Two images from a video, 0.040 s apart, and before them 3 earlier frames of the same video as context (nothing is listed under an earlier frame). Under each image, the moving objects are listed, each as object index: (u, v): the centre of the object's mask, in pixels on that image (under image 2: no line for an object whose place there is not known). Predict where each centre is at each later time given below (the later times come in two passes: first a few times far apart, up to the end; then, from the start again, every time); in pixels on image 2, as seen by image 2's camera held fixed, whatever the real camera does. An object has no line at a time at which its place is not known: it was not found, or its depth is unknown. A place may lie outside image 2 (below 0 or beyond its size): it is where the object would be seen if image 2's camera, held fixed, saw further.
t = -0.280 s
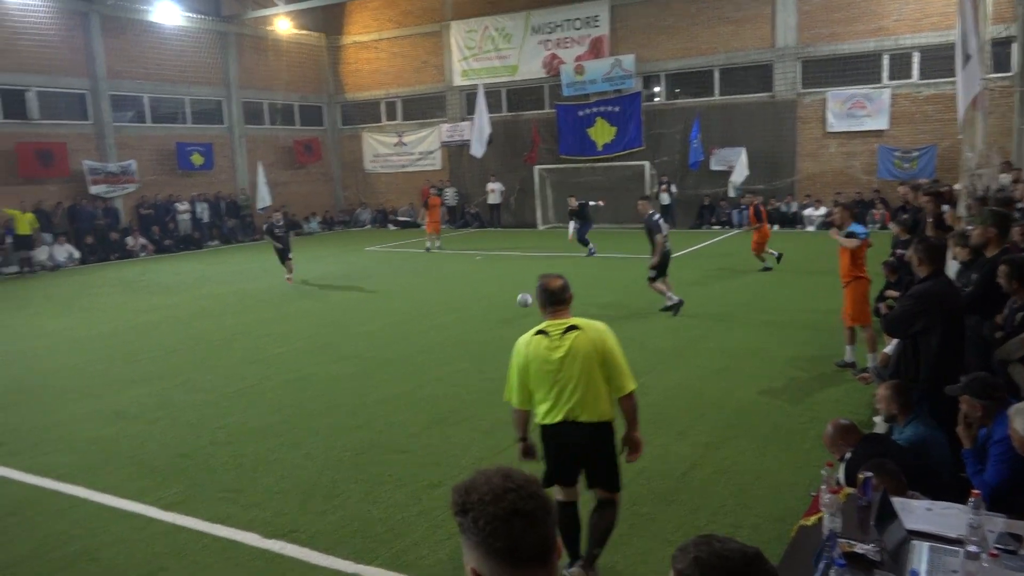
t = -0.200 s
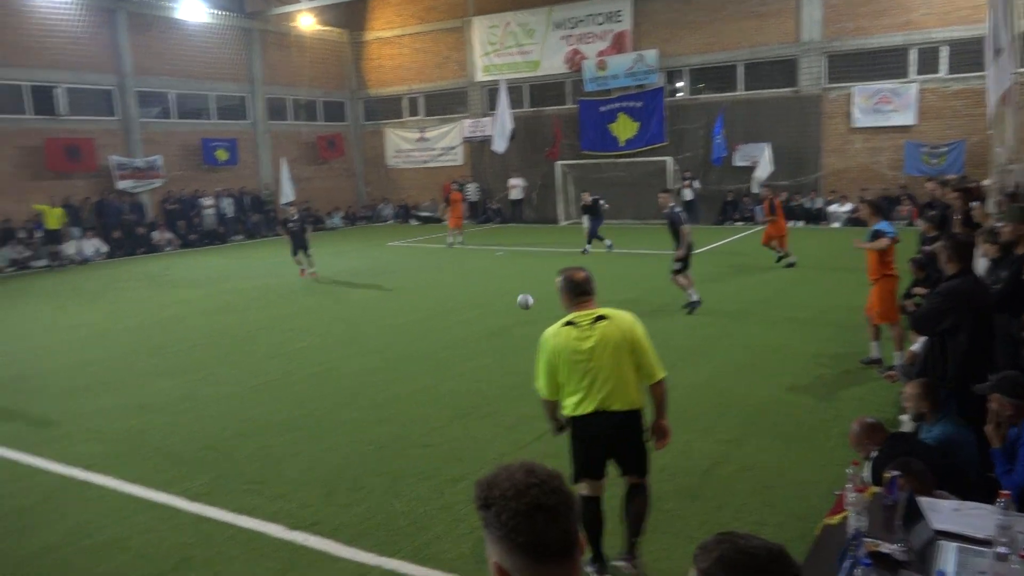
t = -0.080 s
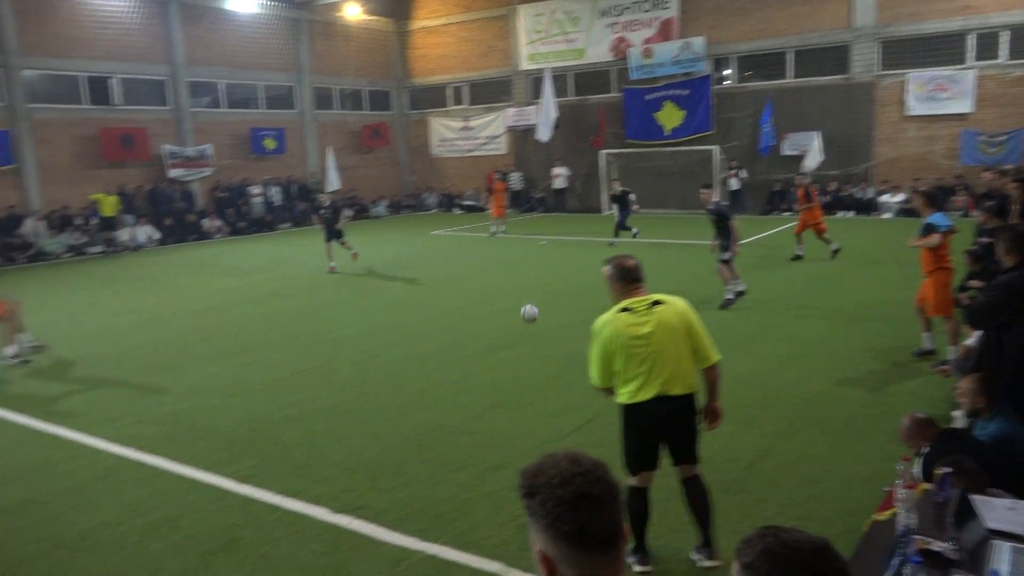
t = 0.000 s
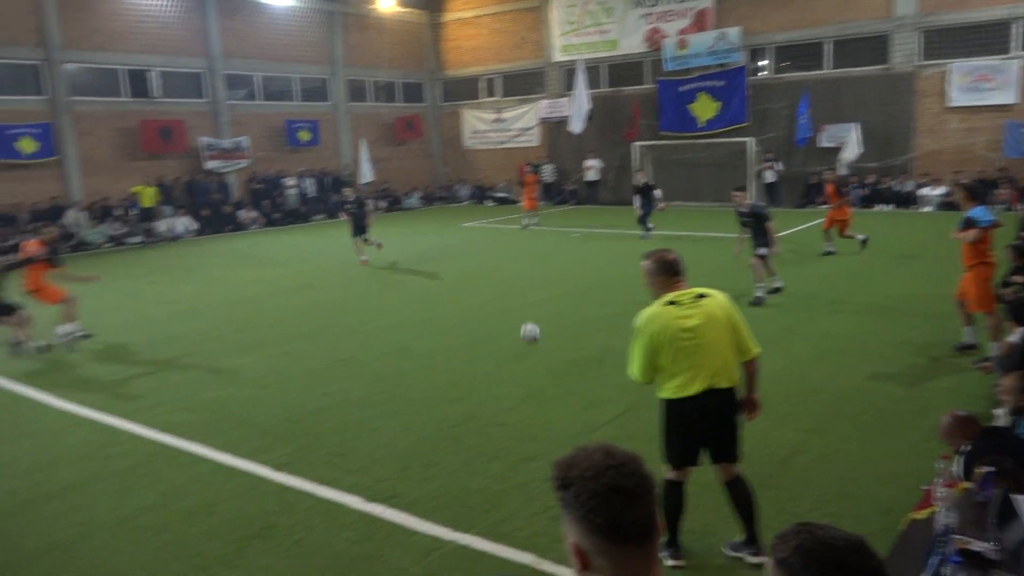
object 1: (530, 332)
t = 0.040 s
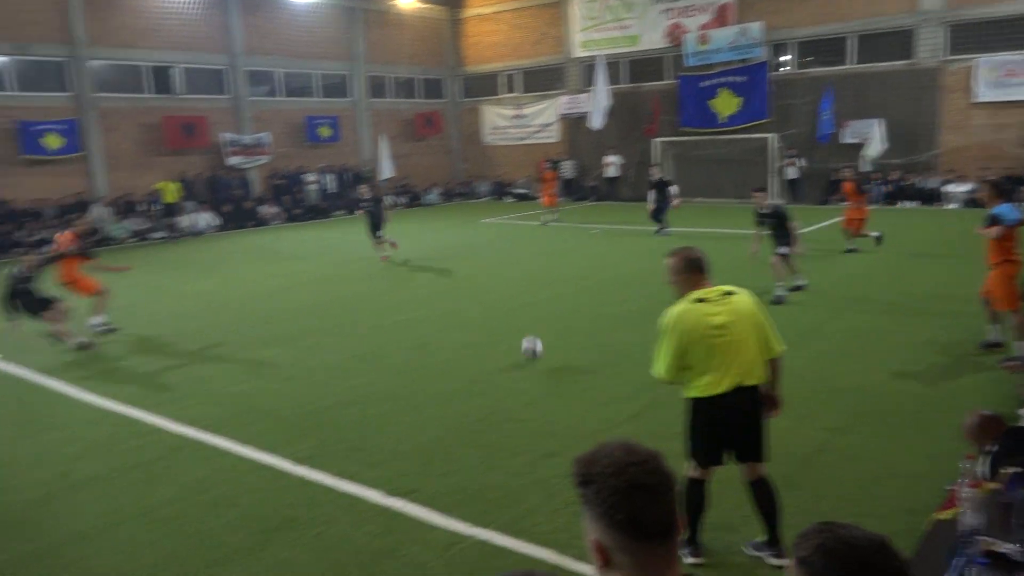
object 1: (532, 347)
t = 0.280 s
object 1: (411, 411)
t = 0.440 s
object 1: (285, 516)
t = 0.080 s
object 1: (513, 368)
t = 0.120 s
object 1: (495, 372)
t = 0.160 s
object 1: (477, 377)
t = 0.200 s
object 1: (457, 385)
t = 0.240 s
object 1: (435, 396)
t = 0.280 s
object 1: (411, 411)
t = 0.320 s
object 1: (384, 429)
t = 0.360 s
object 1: (355, 452)
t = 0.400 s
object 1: (322, 481)
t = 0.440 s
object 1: (285, 516)
